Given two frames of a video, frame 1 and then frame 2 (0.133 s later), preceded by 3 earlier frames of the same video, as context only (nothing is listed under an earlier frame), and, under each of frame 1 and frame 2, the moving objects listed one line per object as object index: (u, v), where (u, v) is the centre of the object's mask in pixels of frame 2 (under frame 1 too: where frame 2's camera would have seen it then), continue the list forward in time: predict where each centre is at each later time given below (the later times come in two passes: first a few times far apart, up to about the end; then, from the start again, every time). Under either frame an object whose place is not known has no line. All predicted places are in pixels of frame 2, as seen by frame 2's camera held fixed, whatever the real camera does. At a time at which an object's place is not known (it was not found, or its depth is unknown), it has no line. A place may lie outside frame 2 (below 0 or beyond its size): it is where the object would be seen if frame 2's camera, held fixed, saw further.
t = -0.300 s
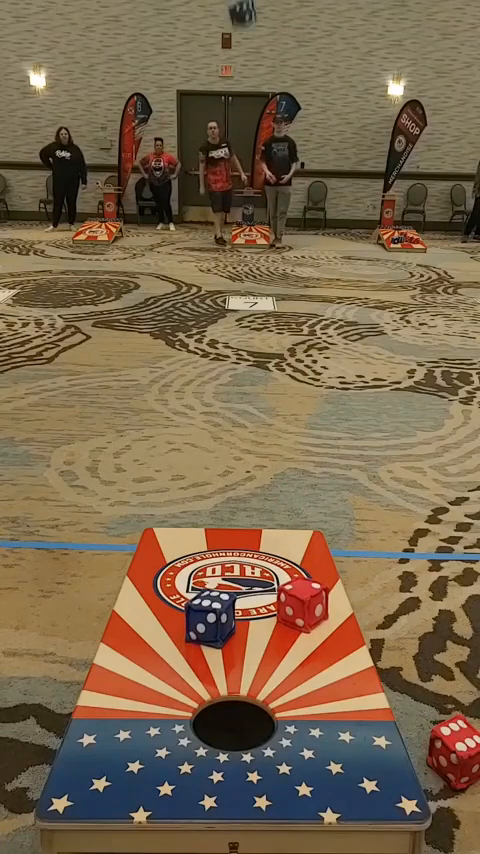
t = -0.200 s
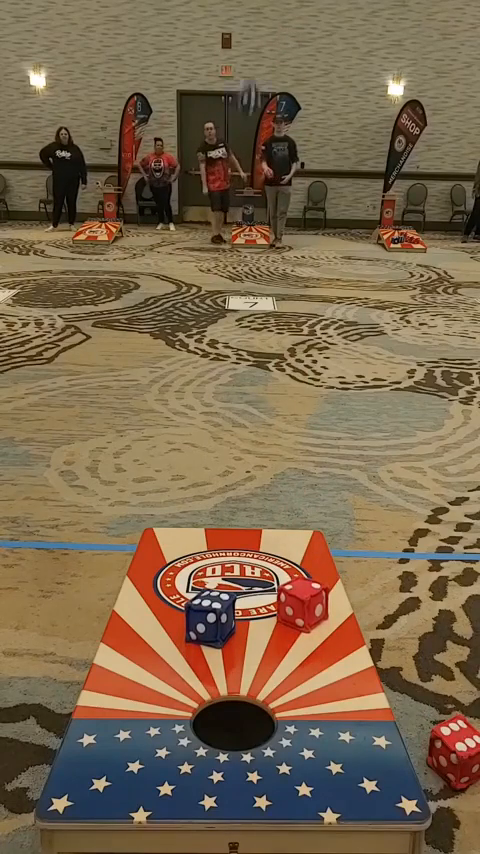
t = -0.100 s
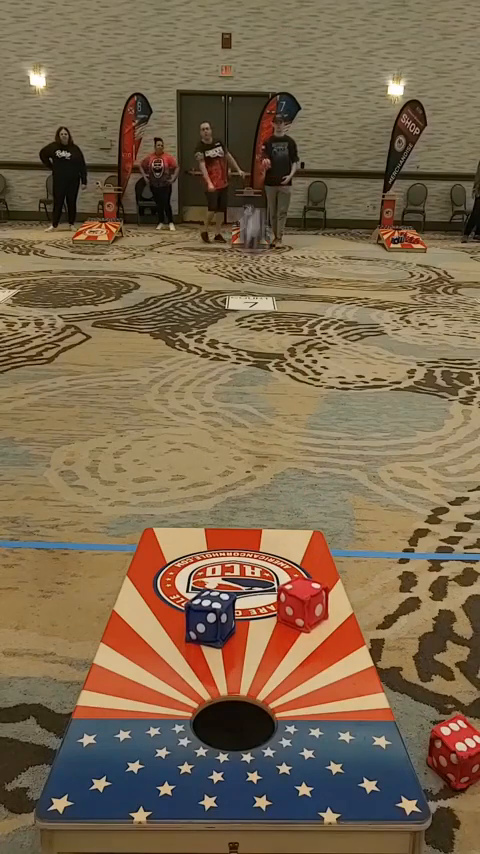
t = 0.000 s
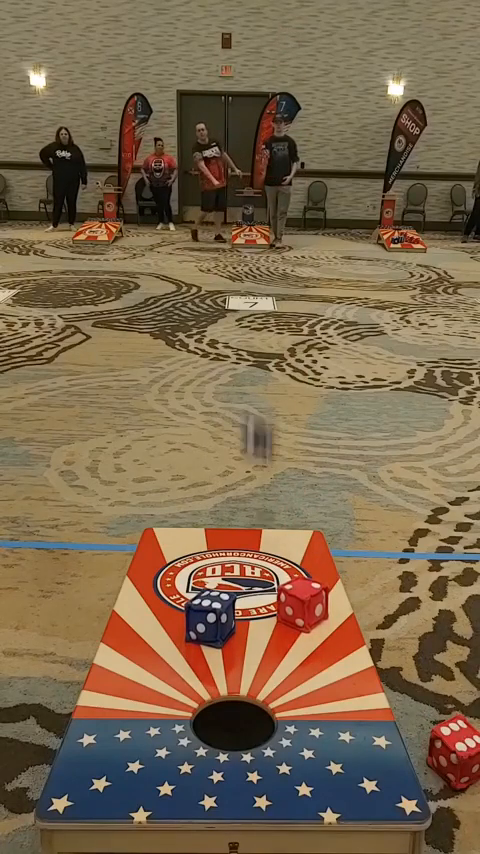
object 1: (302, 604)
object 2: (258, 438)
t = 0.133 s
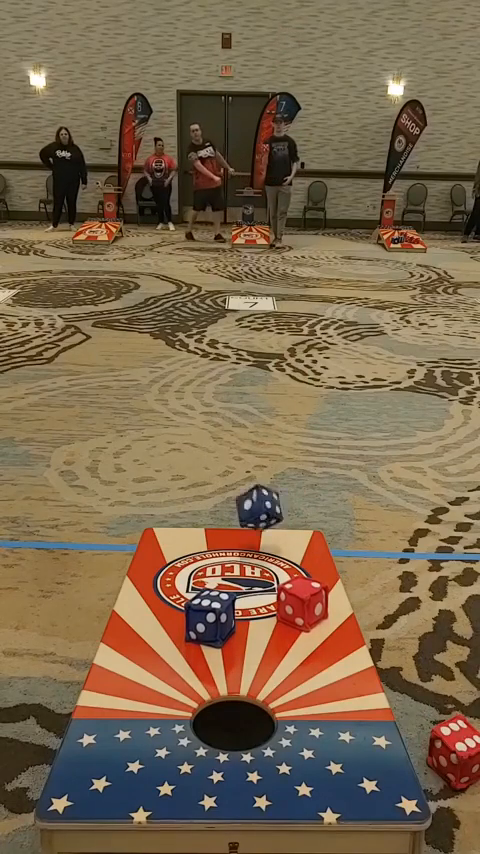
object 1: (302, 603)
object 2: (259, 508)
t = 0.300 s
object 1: (302, 602)
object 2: (253, 523)
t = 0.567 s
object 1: (302, 602)
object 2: (248, 592)
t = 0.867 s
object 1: (302, 602)
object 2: (259, 584)
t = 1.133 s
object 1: (302, 601)
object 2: (260, 581)
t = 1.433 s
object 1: (302, 601)
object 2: (260, 581)
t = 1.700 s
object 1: (302, 601)
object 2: (260, 581)
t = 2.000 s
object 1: (302, 601)
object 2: (260, 581)
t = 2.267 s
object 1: (301, 601)
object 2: (260, 581)
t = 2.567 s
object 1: (301, 601)
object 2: (260, 581)
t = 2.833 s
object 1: (294, 669)
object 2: (256, 581)
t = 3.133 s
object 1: (290, 678)
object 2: (256, 581)
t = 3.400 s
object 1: (290, 678)
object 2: (256, 581)
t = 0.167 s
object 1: (302, 603)
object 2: (258, 504)
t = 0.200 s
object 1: (302, 602)
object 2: (257, 504)
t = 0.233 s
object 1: (302, 602)
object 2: (256, 506)
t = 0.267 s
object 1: (302, 602)
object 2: (255, 513)
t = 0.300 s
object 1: (302, 602)
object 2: (253, 523)
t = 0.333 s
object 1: (302, 602)
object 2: (251, 538)
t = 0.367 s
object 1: (302, 602)
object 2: (250, 560)
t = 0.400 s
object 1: (302, 602)
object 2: (248, 585)
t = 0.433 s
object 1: (302, 602)
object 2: (247, 594)
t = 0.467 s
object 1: (302, 602)
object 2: (247, 590)
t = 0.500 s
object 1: (302, 602)
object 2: (246, 590)
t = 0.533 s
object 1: (302, 602)
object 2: (247, 590)
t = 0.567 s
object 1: (302, 602)
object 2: (248, 592)
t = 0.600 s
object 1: (302, 602)
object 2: (247, 592)
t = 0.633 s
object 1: (302, 602)
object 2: (247, 591)
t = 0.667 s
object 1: (302, 602)
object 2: (248, 590)
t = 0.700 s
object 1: (302, 602)
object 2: (249, 589)
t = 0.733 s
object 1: (302, 602)
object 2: (252, 589)
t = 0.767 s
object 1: (302, 602)
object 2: (255, 589)
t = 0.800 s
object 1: (302, 602)
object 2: (256, 587)
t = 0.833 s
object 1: (302, 602)
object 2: (258, 586)
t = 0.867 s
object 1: (302, 602)
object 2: (259, 584)
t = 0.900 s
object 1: (302, 601)
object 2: (260, 584)
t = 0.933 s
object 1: (302, 601)
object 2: (260, 583)
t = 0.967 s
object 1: (302, 601)
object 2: (260, 582)
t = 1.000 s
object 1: (302, 601)
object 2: (260, 581)
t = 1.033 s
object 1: (302, 601)
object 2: (260, 581)
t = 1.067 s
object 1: (302, 601)
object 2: (260, 581)
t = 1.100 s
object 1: (302, 601)
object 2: (260, 581)
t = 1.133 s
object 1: (302, 601)
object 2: (260, 581)
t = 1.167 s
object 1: (302, 601)
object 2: (260, 581)
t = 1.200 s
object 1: (302, 601)
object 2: (260, 581)
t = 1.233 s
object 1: (302, 601)
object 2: (260, 581)
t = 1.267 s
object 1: (302, 601)
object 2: (260, 581)
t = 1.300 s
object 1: (302, 601)
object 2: (260, 581)
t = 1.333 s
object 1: (302, 601)
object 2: (260, 581)
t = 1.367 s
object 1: (302, 601)
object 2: (260, 581)
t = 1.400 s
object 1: (302, 601)
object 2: (260, 581)
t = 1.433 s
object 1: (302, 601)
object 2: (260, 581)
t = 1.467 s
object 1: (302, 601)
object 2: (260, 581)
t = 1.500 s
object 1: (302, 601)
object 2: (260, 581)
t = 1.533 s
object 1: (302, 601)
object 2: (260, 581)
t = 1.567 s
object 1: (302, 601)
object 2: (260, 581)
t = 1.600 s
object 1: (302, 601)
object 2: (260, 581)
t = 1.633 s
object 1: (302, 601)
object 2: (260, 581)
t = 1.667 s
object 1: (302, 601)
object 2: (260, 581)
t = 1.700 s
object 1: (302, 601)
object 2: (260, 581)
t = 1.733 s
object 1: (302, 601)
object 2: (260, 581)
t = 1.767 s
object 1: (302, 601)
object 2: (260, 581)
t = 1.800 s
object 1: (302, 601)
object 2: (260, 581)
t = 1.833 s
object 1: (302, 601)
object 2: (260, 581)
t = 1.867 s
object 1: (302, 601)
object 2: (260, 581)
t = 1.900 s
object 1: (302, 601)
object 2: (260, 581)
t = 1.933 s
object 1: (302, 601)
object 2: (260, 581)
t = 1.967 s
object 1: (302, 601)
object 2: (260, 581)
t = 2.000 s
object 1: (302, 601)
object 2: (260, 581)
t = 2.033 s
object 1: (302, 601)
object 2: (260, 581)
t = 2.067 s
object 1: (302, 601)
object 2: (260, 581)
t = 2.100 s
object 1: (302, 601)
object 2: (260, 581)
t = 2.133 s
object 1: (302, 601)
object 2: (260, 581)
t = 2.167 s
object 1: (302, 601)
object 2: (260, 581)
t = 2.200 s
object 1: (302, 601)
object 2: (260, 581)
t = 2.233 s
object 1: (301, 601)
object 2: (260, 581)
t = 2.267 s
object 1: (301, 601)
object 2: (260, 581)
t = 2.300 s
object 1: (301, 601)
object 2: (260, 581)
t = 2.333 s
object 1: (301, 601)
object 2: (260, 581)
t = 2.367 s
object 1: (301, 600)
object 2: (260, 581)
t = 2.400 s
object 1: (301, 601)
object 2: (260, 581)
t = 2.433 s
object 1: (301, 600)
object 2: (260, 581)
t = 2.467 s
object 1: (301, 600)
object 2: (260, 581)
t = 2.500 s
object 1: (301, 600)
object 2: (260, 581)
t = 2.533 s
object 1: (301, 600)
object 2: (260, 581)
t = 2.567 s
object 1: (301, 601)
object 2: (260, 581)
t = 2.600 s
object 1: (301, 607)
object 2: (259, 581)
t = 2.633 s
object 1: (300, 618)
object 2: (258, 581)
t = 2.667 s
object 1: (299, 630)
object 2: (257, 583)
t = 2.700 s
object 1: (299, 639)
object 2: (257, 582)
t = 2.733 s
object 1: (298, 649)
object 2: (256, 582)
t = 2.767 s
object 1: (296, 657)
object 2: (256, 581)
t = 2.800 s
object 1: (295, 663)
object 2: (256, 581)
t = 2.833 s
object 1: (294, 669)
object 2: (256, 581)
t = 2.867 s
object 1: (293, 673)
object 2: (256, 581)
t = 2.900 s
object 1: (292, 677)
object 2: (256, 581)
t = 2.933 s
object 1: (291, 678)
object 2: (256, 581)
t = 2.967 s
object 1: (291, 679)
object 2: (256, 581)
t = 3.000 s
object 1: (291, 678)
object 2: (256, 581)
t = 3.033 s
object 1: (290, 678)
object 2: (256, 581)
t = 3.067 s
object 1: (290, 678)
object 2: (256, 581)
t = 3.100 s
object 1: (290, 678)
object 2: (256, 581)
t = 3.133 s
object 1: (290, 678)
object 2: (256, 581)
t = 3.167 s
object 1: (290, 678)
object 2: (256, 581)
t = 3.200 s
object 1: (290, 678)
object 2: (256, 581)
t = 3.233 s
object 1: (290, 678)
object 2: (256, 581)
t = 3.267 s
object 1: (290, 678)
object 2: (256, 581)
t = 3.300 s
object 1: (290, 678)
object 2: (256, 581)
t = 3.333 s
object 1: (290, 678)
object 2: (256, 581)
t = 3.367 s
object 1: (290, 678)
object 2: (256, 581)
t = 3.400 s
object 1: (290, 678)
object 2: (256, 581)
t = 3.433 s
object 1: (290, 678)
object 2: (256, 581)
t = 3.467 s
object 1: (290, 678)
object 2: (256, 581)
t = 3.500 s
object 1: (290, 678)
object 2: (256, 581)
